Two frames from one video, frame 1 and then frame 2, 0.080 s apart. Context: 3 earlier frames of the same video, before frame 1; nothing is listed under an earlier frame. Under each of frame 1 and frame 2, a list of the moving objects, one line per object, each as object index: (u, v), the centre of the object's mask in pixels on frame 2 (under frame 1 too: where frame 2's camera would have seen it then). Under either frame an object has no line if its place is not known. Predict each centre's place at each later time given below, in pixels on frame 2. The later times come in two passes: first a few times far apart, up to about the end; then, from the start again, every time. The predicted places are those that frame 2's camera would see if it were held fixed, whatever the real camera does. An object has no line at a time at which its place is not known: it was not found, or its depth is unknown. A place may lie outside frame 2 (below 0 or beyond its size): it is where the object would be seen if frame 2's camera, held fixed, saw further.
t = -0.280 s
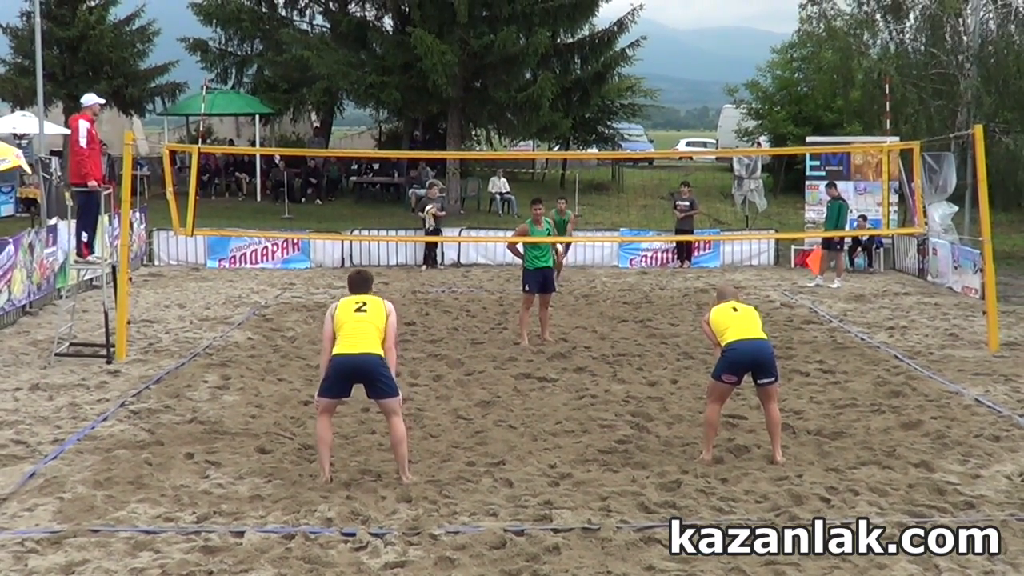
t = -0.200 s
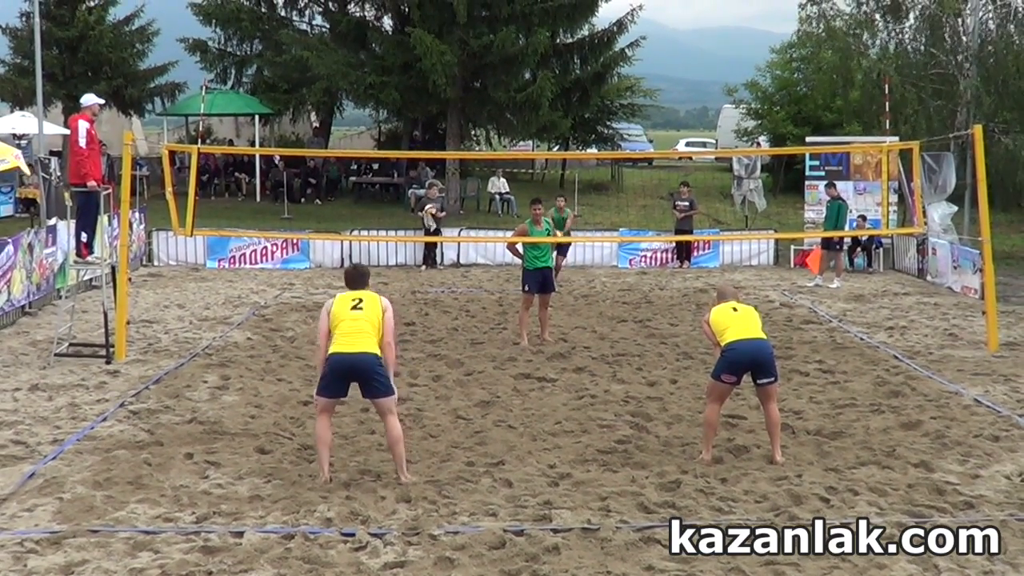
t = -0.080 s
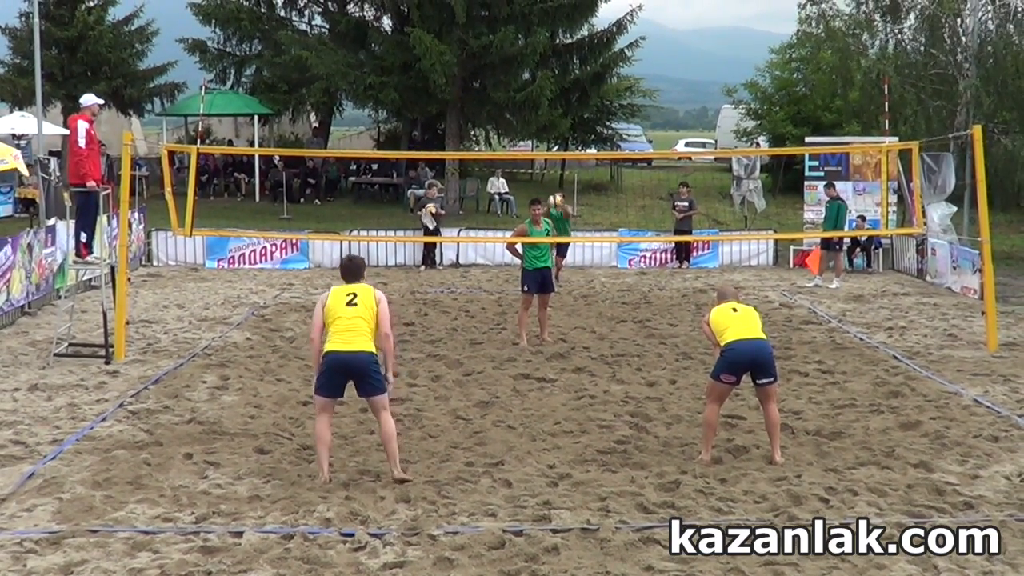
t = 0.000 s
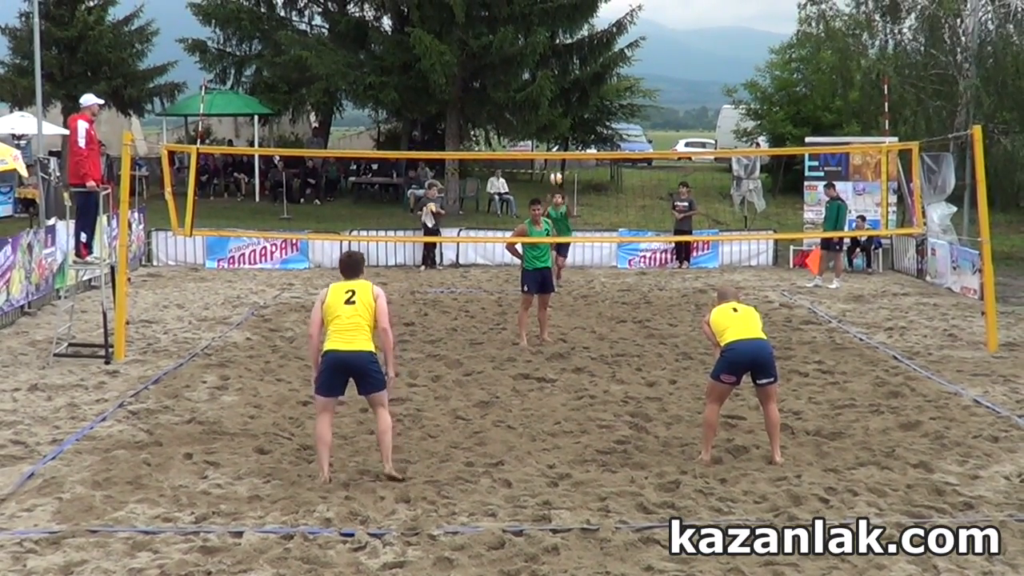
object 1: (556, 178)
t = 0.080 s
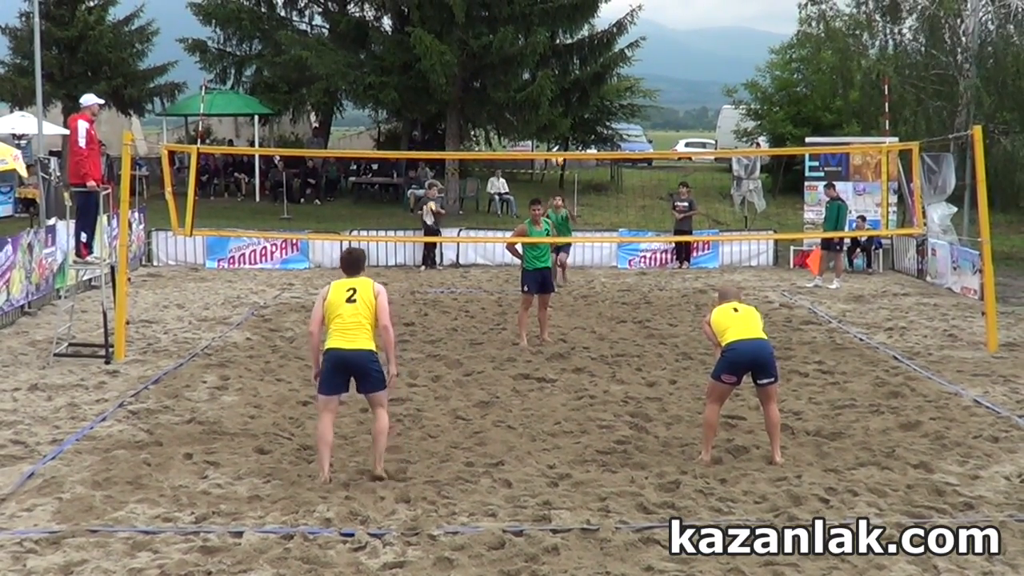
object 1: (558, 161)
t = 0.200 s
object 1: (559, 139)
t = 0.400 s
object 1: (562, 123)
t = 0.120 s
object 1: (558, 149)
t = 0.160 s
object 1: (558, 145)
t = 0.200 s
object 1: (559, 139)
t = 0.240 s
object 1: (559, 134)
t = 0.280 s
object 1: (560, 130)
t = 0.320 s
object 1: (561, 126)
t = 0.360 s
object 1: (561, 124)
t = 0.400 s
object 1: (562, 123)
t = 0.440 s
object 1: (562, 123)
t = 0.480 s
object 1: (563, 124)
